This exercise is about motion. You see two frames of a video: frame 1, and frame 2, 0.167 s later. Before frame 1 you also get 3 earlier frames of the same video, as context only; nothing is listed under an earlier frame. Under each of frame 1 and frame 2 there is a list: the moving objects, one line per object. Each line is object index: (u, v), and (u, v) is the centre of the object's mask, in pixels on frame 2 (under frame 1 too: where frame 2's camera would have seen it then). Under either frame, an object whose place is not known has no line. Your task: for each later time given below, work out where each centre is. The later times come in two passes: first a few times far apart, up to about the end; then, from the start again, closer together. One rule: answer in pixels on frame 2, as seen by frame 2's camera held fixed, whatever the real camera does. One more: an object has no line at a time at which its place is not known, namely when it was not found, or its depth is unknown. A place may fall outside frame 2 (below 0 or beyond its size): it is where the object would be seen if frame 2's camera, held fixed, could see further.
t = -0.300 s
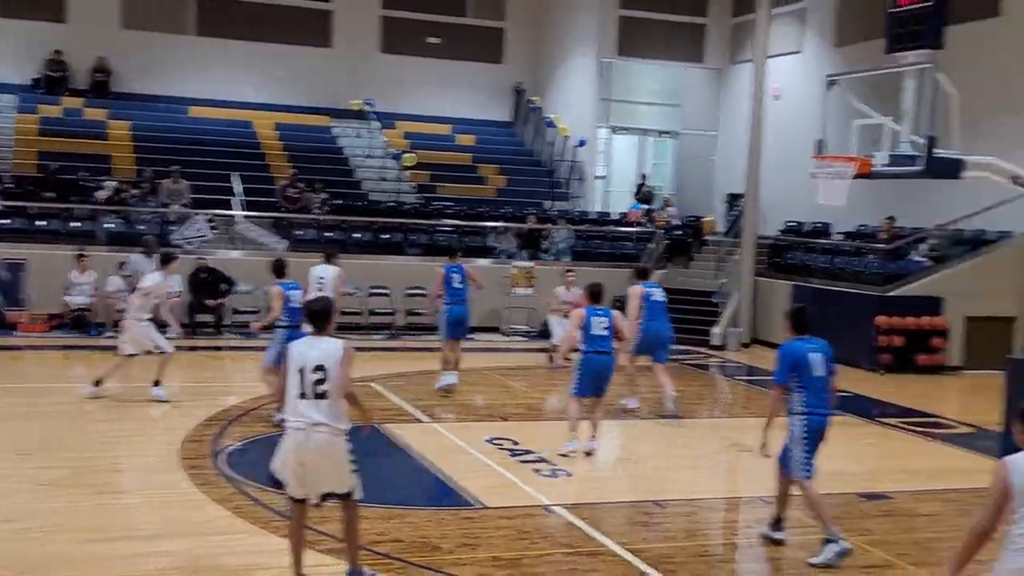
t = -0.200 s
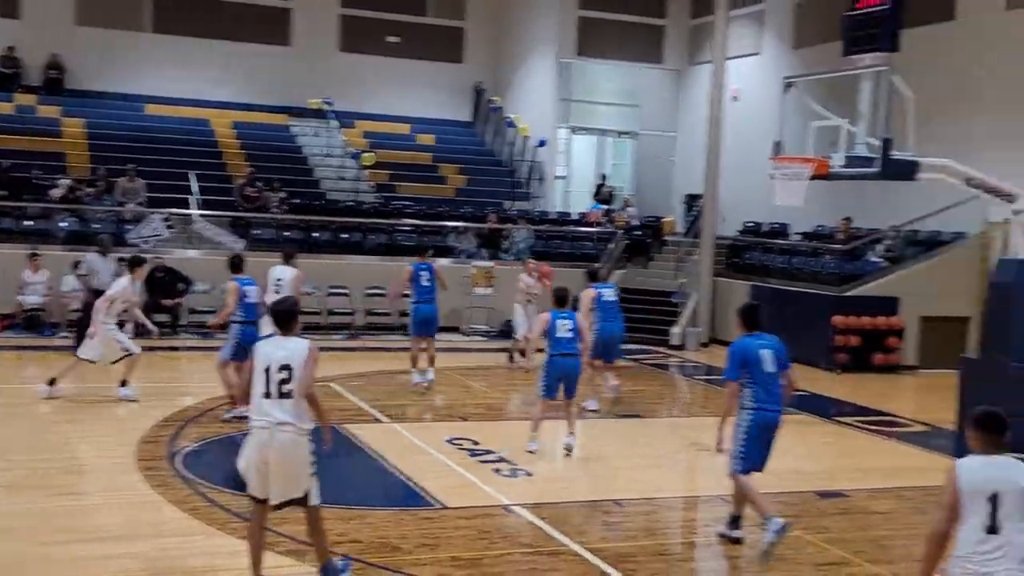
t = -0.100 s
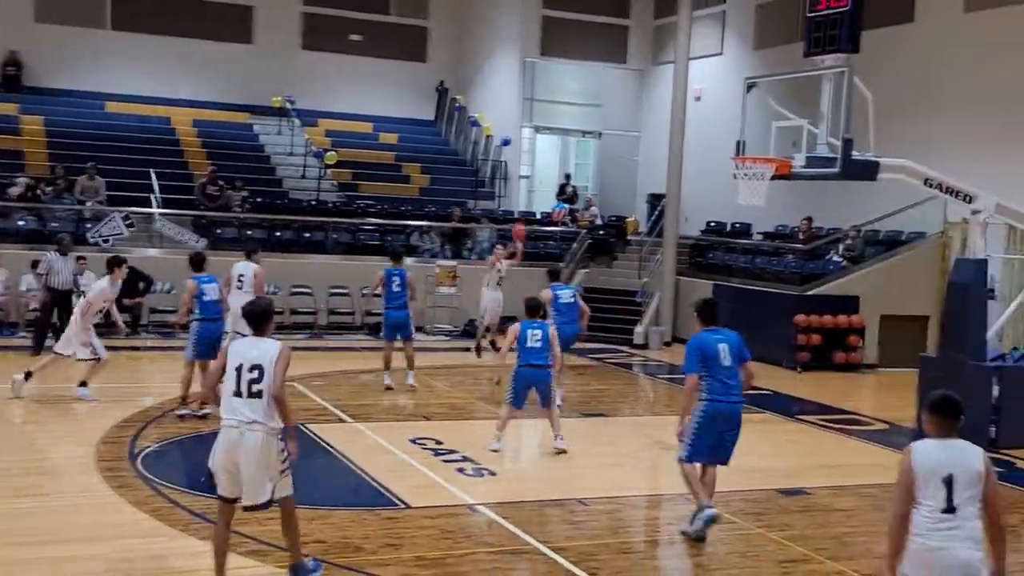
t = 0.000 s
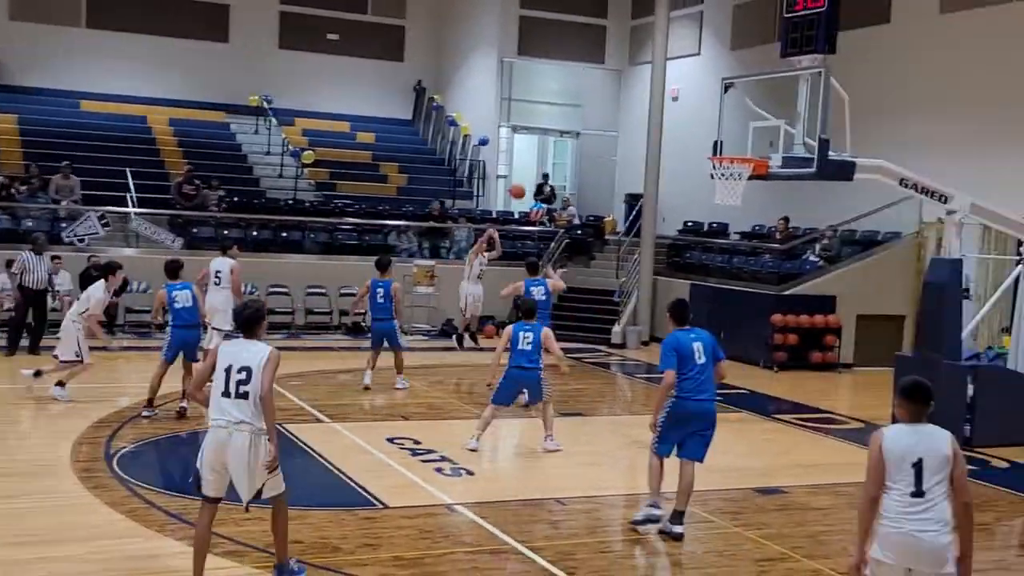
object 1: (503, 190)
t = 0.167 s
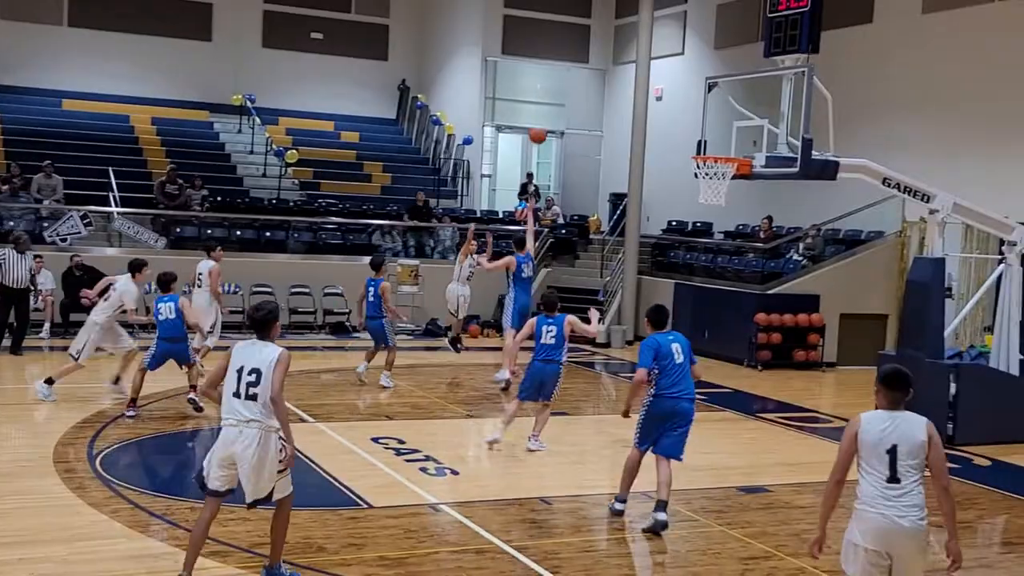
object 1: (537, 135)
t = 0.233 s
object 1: (552, 118)
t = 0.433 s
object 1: (596, 82)
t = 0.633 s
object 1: (644, 78)
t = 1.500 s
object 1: (740, 80)
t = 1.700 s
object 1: (736, 121)
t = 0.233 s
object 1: (552, 118)
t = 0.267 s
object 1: (559, 110)
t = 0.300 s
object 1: (566, 104)
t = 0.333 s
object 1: (573, 97)
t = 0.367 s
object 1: (581, 92)
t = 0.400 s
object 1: (588, 87)
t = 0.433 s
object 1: (596, 82)
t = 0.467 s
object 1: (604, 79)
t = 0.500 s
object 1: (610, 77)
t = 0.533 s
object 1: (620, 76)
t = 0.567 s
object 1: (629, 76)
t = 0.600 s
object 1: (637, 77)
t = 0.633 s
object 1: (644, 78)
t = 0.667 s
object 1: (653, 80)
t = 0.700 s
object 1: (660, 83)
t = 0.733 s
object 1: (668, 87)
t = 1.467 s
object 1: (741, 77)
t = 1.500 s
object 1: (740, 80)
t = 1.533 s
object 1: (740, 84)
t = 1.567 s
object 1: (739, 90)
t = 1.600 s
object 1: (738, 95)
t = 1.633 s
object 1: (738, 102)
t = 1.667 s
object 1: (737, 111)
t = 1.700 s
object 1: (736, 121)
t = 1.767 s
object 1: (734, 142)
